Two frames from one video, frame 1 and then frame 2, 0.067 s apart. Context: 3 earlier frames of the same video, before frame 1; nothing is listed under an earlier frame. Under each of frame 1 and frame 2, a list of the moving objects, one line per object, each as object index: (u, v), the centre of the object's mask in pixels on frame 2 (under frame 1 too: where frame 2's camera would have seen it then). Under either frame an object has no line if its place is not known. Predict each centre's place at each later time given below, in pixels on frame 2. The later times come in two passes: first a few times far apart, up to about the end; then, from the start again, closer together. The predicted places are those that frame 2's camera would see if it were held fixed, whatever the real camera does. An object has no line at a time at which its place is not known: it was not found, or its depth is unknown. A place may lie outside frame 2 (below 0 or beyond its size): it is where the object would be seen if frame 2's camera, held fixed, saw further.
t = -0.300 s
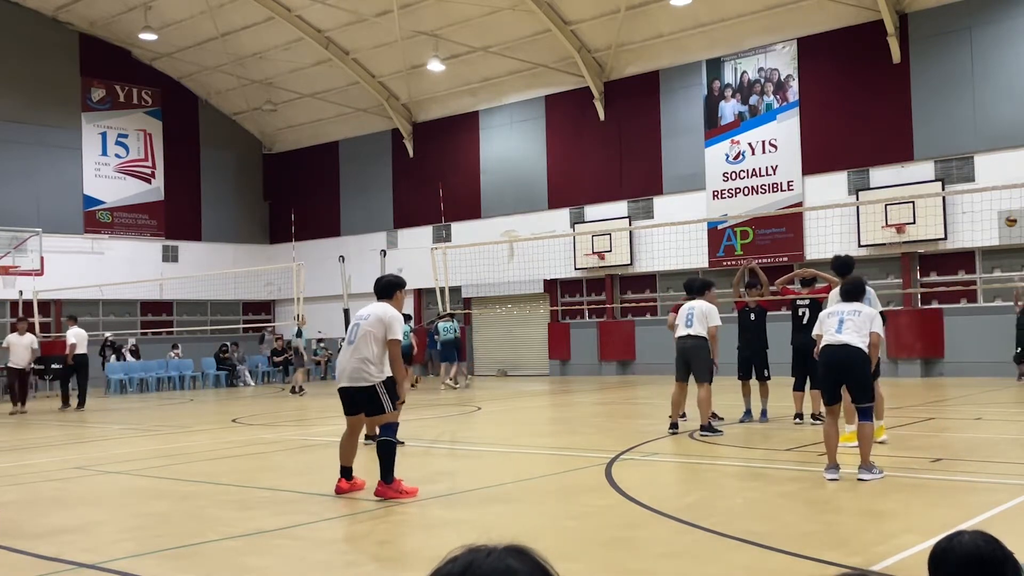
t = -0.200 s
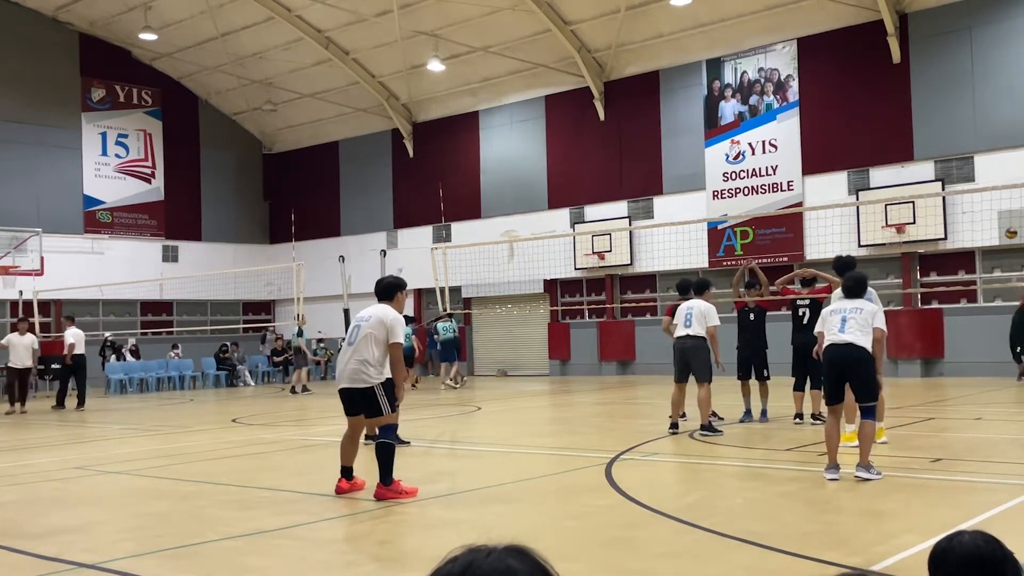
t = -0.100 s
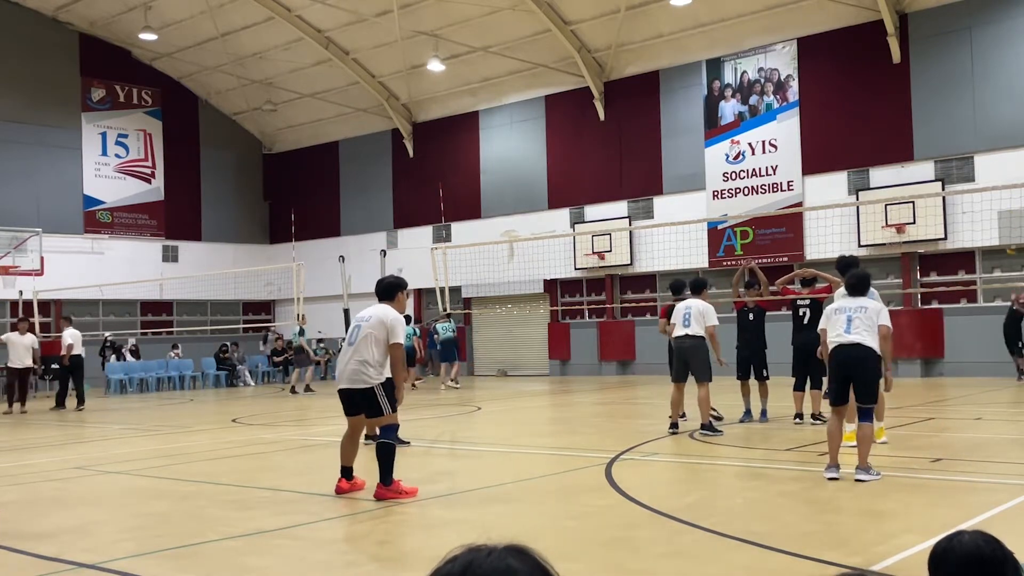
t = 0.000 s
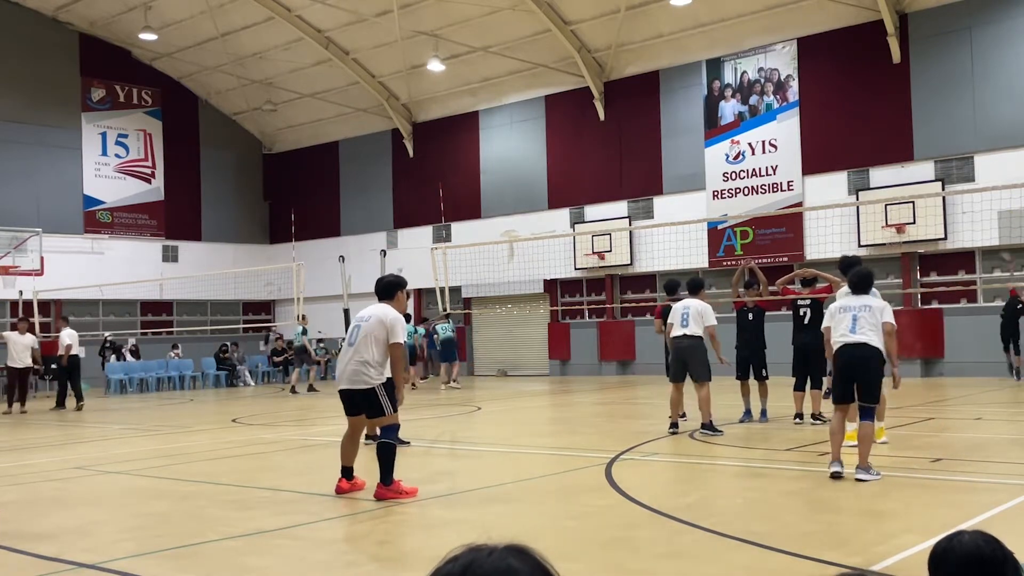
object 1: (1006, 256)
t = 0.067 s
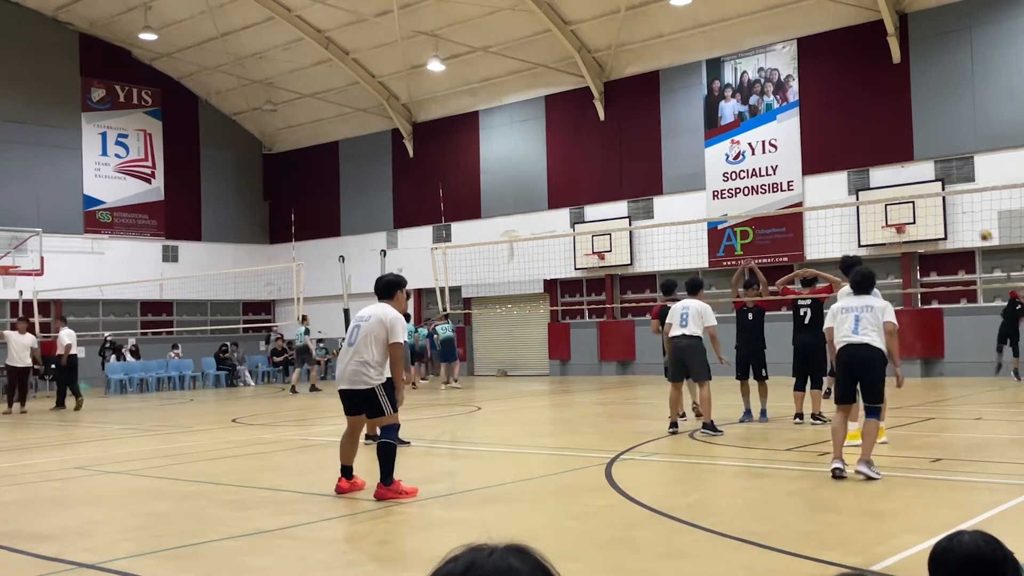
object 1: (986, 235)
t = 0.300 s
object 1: (904, 162)
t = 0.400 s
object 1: (865, 139)
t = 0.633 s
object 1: (750, 101)
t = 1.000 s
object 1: (497, 131)
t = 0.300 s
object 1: (904, 162)
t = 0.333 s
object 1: (892, 154)
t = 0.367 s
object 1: (879, 146)
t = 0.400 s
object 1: (865, 139)
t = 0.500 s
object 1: (820, 117)
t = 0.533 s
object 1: (805, 112)
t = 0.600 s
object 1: (767, 104)
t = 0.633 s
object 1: (750, 101)
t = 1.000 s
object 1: (497, 131)
